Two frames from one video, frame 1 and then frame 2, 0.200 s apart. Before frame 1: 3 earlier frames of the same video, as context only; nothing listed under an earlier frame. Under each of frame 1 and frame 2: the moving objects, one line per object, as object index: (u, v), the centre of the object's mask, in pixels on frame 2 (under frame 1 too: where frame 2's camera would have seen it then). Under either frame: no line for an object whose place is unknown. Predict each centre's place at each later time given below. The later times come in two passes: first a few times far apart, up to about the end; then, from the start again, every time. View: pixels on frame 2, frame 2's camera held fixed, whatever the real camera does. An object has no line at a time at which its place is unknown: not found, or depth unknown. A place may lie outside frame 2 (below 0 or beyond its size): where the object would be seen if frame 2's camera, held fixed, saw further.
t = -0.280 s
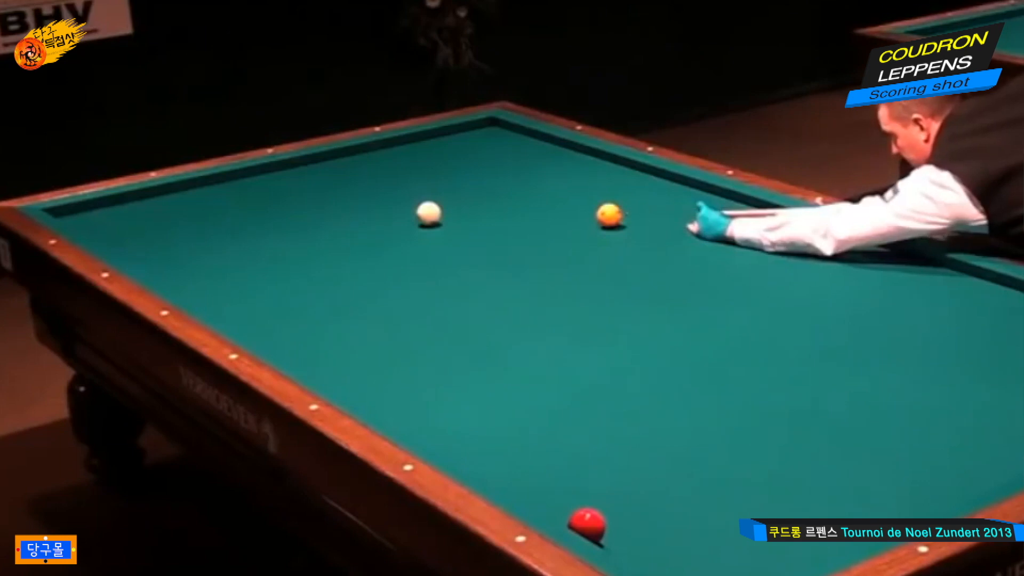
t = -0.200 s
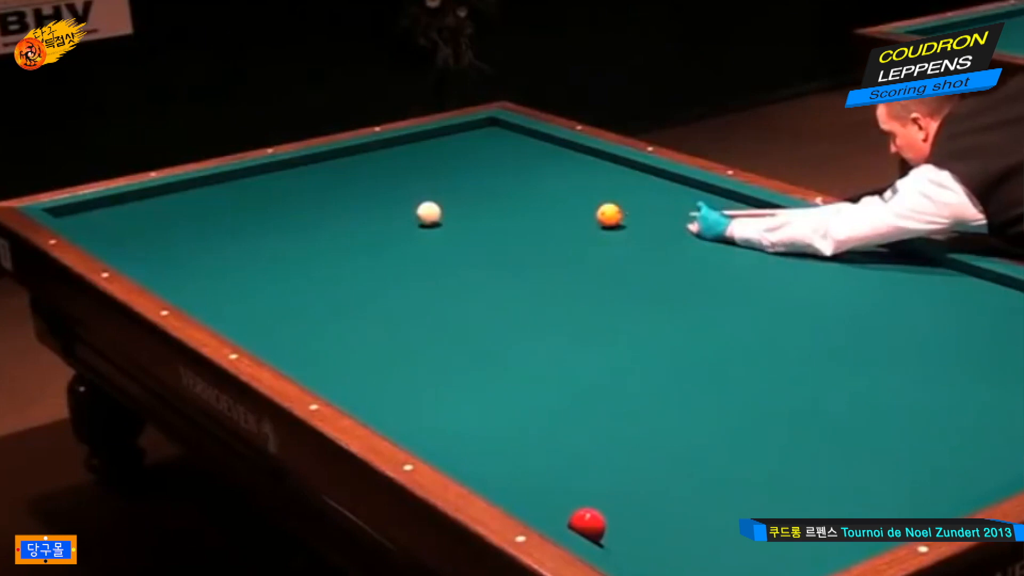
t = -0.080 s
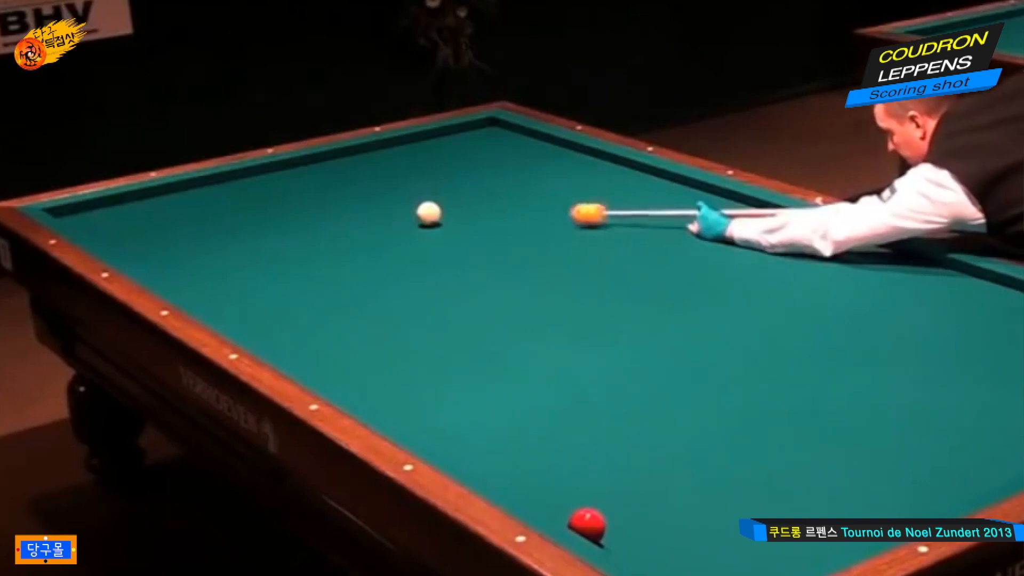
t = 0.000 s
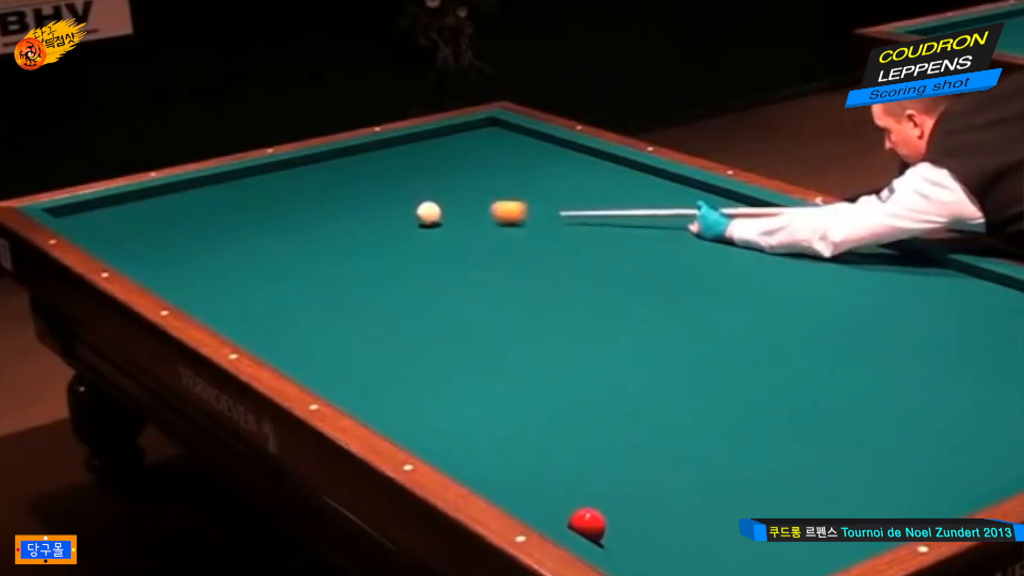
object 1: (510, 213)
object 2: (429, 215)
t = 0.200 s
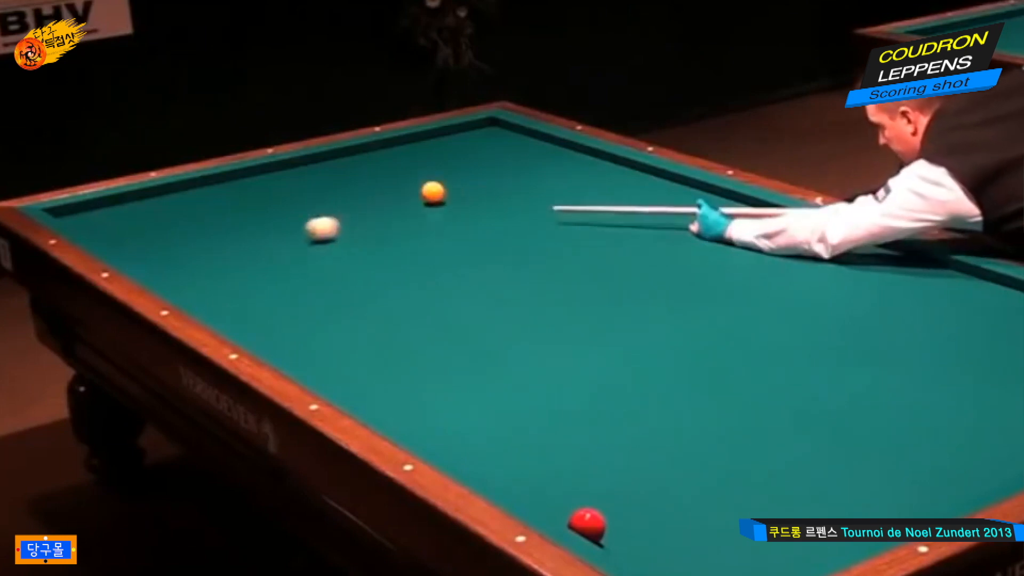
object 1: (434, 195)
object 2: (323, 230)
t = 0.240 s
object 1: (428, 190)
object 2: (294, 234)
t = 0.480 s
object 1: (399, 167)
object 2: (137, 255)
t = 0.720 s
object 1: (373, 147)
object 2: (211, 235)
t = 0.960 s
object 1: (439, 147)
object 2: (268, 217)
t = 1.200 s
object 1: (499, 147)
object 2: (320, 200)
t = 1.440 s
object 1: (558, 147)
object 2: (370, 184)
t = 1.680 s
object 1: (577, 158)
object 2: (415, 170)
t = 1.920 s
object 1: (589, 172)
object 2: (457, 155)
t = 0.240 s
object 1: (428, 190)
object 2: (294, 234)
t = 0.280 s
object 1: (423, 186)
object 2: (265, 239)
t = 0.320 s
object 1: (418, 182)
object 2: (238, 243)
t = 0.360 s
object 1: (414, 178)
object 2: (212, 246)
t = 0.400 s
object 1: (409, 175)
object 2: (185, 250)
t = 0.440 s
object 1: (404, 171)
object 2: (160, 254)
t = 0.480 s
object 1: (399, 167)
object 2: (137, 255)
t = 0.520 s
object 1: (395, 164)
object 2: (142, 254)
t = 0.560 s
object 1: (390, 160)
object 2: (158, 251)
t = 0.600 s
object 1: (385, 157)
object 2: (173, 246)
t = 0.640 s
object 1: (381, 154)
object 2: (187, 242)
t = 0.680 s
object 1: (377, 150)
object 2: (200, 239)
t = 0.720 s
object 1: (373, 147)
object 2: (211, 235)
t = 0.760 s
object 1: (379, 146)
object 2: (221, 232)
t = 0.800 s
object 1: (392, 147)
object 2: (231, 229)
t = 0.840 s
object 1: (405, 147)
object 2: (240, 226)
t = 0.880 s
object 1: (416, 147)
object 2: (250, 223)
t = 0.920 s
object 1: (428, 148)
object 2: (259, 220)
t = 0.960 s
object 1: (439, 147)
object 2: (268, 217)
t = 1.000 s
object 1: (449, 148)
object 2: (277, 214)
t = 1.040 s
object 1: (459, 147)
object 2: (286, 211)
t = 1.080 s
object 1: (469, 147)
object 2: (295, 208)
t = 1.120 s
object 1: (479, 148)
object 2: (304, 206)
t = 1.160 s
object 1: (489, 147)
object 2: (312, 203)
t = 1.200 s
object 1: (499, 147)
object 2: (320, 200)
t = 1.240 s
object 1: (509, 147)
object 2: (329, 197)
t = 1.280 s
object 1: (518, 147)
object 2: (337, 195)
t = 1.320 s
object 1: (529, 147)
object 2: (345, 192)
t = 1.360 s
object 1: (538, 147)
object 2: (353, 189)
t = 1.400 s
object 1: (548, 147)
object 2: (362, 187)
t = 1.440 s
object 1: (558, 147)
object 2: (370, 184)
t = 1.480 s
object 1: (568, 147)
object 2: (377, 182)
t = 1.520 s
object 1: (570, 148)
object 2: (385, 179)
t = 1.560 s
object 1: (571, 151)
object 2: (393, 177)
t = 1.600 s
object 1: (573, 154)
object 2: (400, 174)
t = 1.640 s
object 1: (575, 156)
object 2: (408, 172)
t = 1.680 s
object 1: (577, 158)
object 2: (415, 170)
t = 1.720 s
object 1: (579, 160)
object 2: (422, 167)
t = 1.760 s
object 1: (581, 163)
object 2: (429, 165)
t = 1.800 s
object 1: (583, 165)
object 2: (436, 162)
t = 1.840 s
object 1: (585, 167)
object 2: (443, 160)
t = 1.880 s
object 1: (587, 169)
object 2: (450, 158)
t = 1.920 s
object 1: (589, 172)
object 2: (457, 155)
